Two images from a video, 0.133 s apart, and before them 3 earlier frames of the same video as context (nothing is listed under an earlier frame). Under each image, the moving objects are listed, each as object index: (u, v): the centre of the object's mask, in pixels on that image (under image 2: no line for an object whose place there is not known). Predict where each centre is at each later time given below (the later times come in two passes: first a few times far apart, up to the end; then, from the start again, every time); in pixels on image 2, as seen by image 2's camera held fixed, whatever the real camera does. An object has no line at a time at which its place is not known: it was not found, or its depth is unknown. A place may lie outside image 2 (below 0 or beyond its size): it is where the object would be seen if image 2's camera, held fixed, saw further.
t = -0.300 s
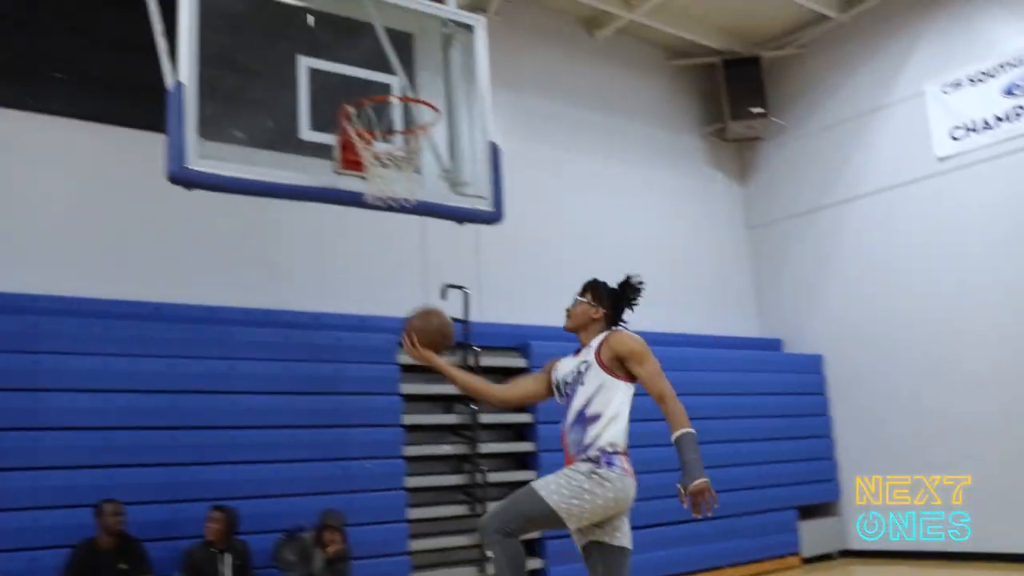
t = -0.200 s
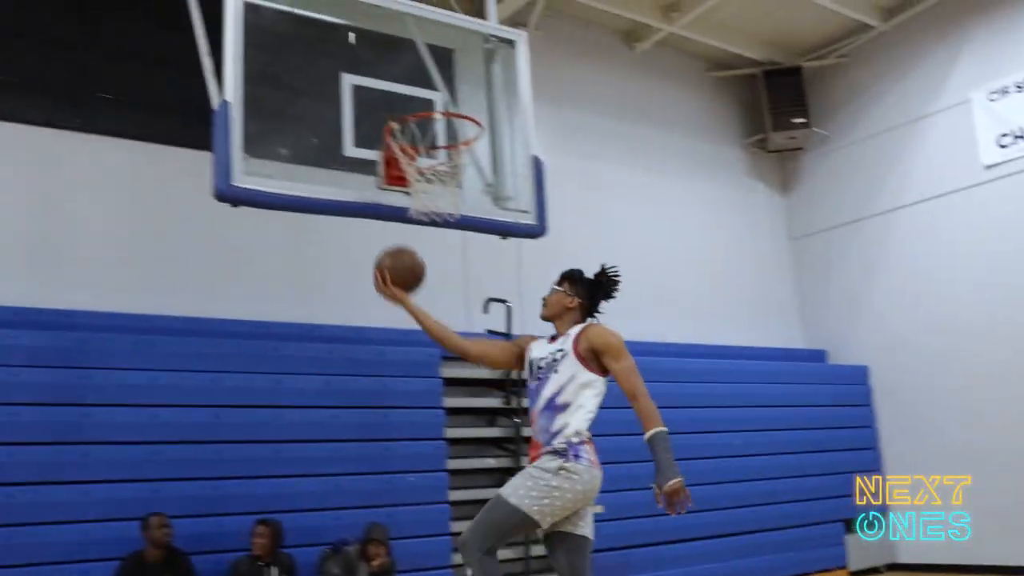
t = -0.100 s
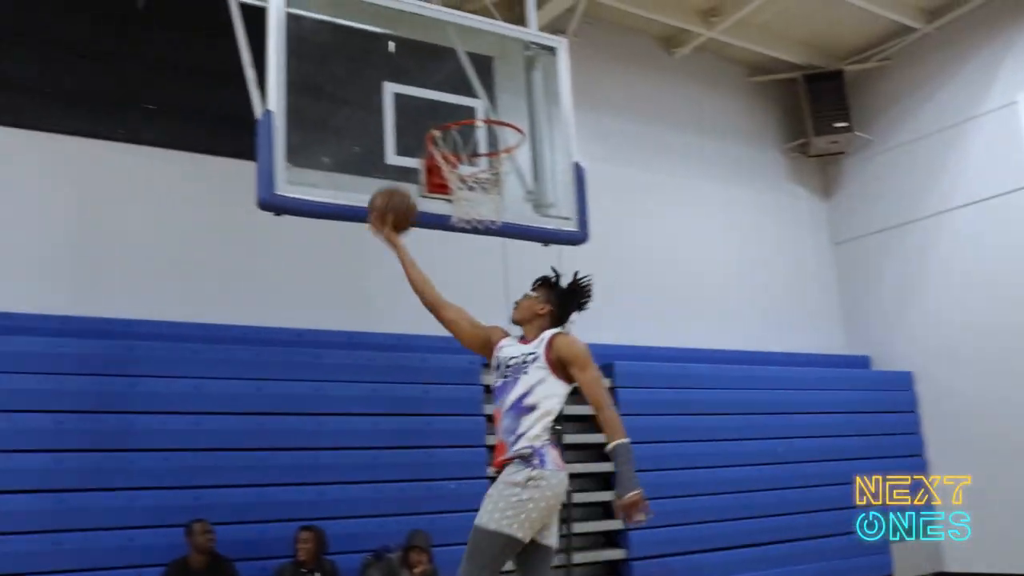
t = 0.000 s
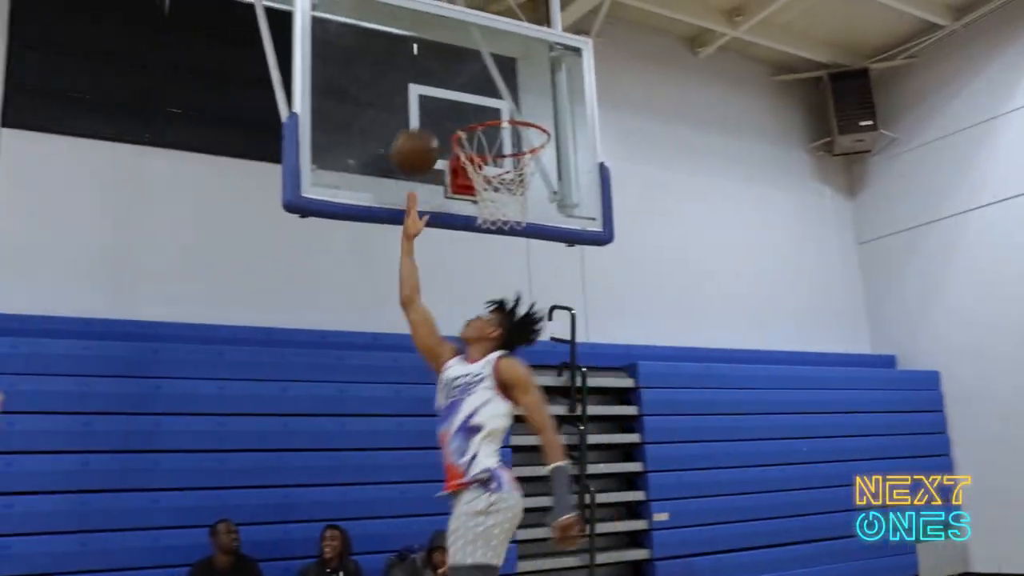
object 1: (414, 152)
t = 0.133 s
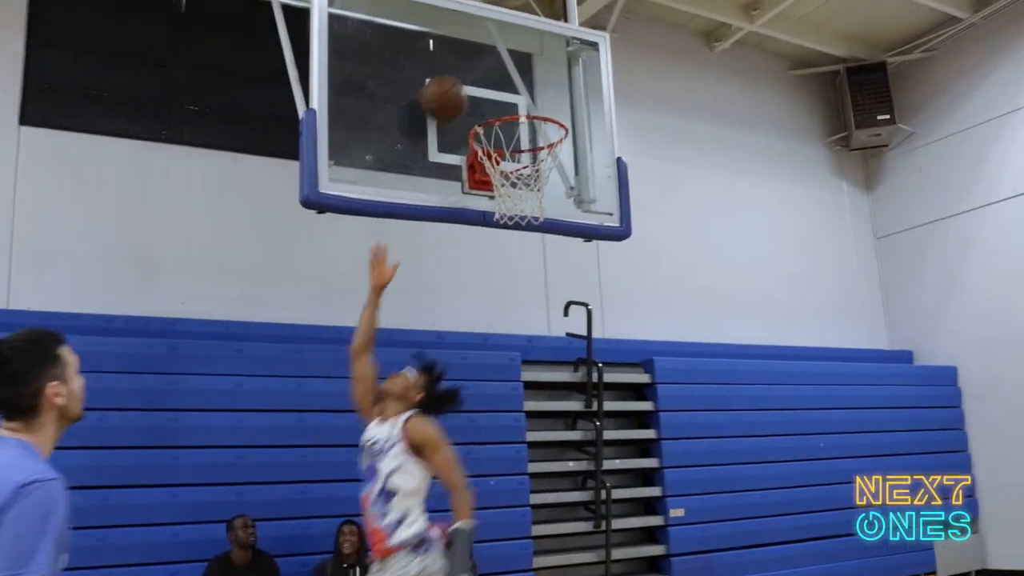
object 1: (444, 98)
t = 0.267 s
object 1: (471, 81)
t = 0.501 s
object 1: (521, 127)
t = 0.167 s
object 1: (452, 90)
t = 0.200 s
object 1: (458, 85)
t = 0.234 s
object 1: (464, 82)
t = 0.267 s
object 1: (471, 81)
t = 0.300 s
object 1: (478, 81)
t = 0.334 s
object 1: (485, 84)
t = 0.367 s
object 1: (491, 88)
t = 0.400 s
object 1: (498, 94)
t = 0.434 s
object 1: (506, 99)
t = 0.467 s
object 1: (515, 113)
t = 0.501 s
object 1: (521, 127)
